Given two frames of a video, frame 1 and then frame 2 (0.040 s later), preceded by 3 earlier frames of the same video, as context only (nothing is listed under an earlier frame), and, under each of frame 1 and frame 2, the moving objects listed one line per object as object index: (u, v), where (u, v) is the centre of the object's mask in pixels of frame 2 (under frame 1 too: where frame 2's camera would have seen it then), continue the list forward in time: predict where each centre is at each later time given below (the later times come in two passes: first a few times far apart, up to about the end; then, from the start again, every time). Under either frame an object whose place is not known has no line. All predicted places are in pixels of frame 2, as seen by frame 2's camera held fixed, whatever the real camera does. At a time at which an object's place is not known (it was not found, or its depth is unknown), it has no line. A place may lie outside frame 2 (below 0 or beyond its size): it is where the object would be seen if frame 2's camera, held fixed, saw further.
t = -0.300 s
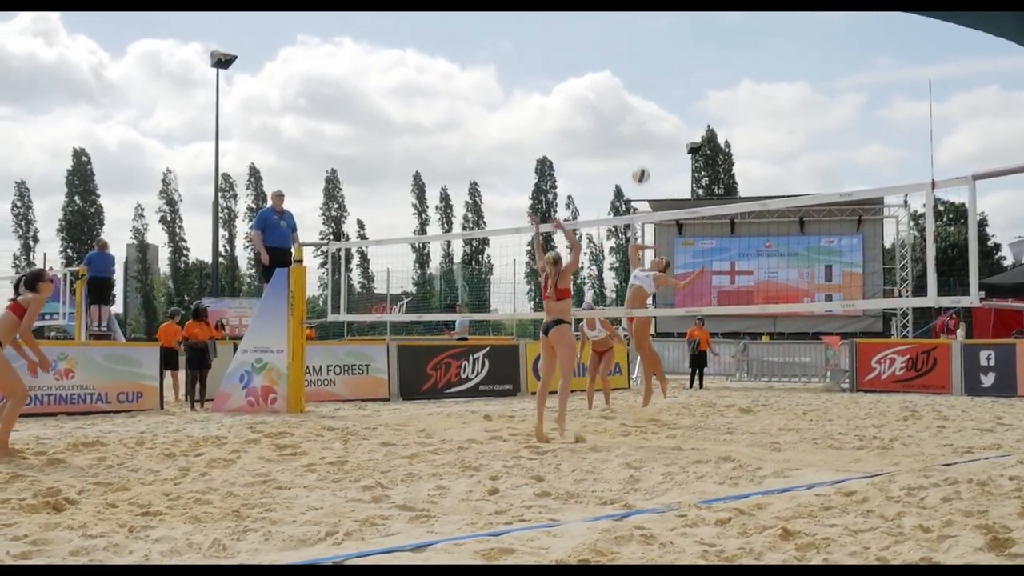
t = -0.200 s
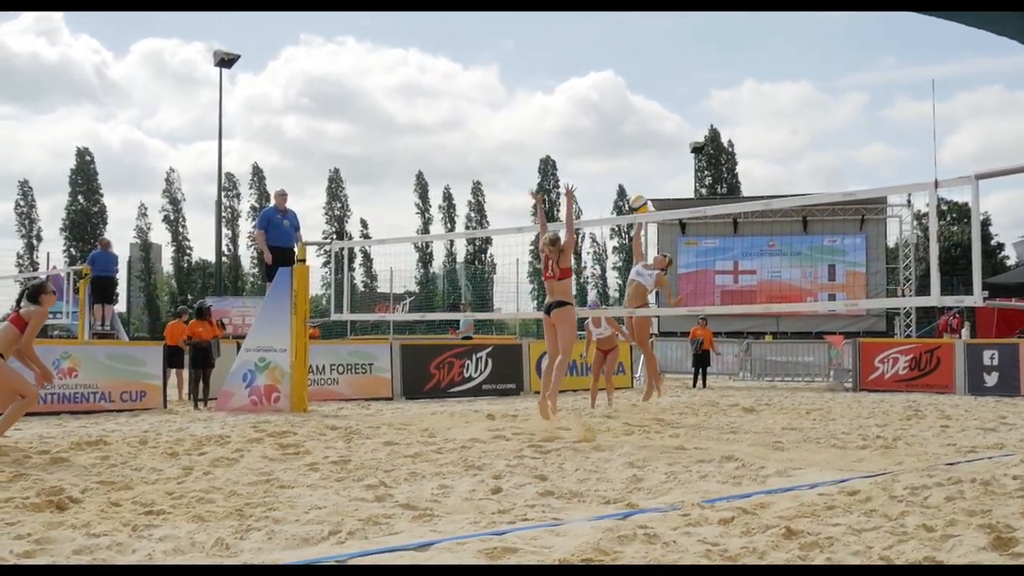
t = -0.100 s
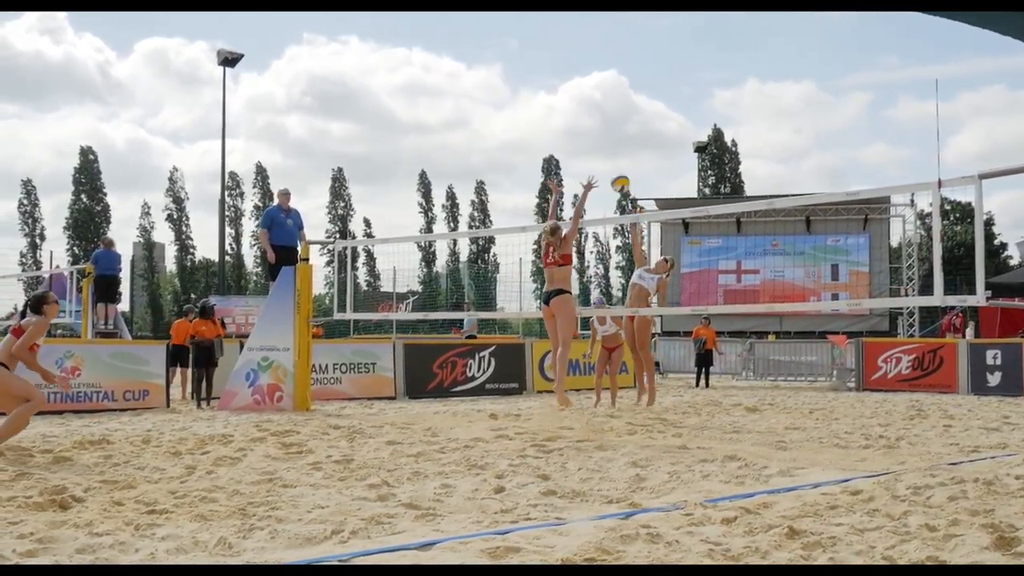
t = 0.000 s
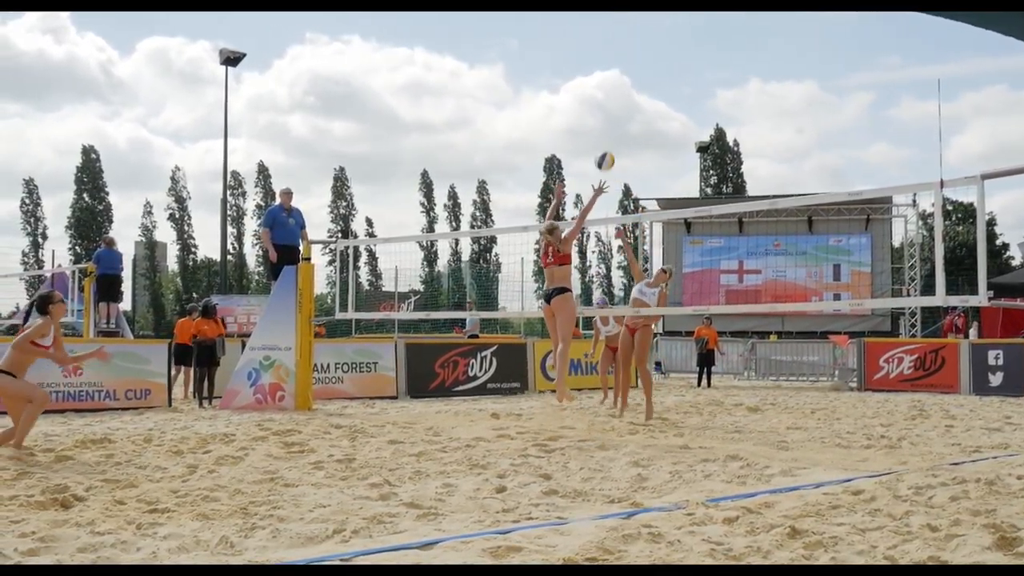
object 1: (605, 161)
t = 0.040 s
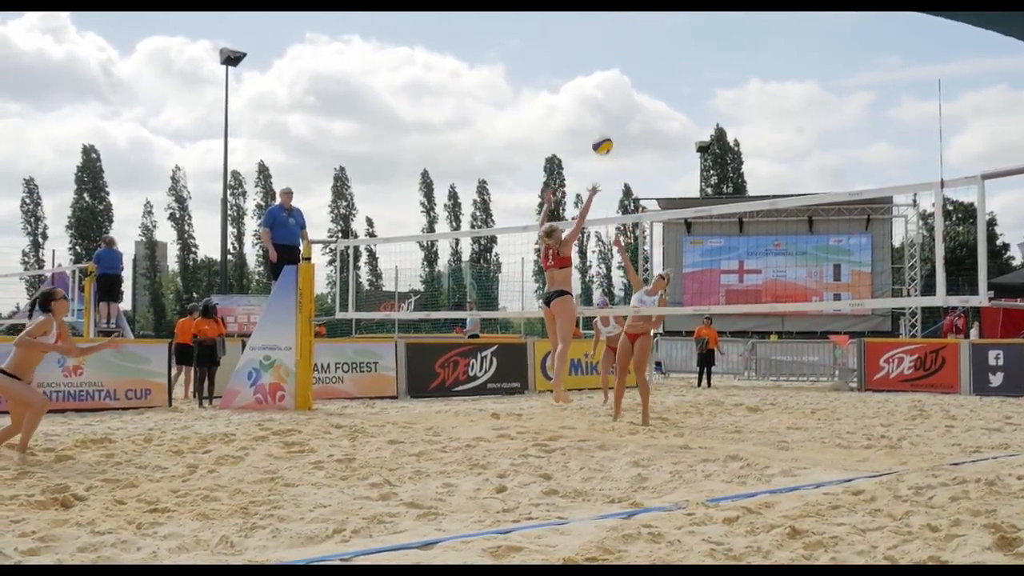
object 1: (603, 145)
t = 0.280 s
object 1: (587, 78)
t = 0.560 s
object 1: (560, 84)
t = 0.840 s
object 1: (519, 245)
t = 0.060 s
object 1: (601, 138)
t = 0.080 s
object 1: (600, 131)
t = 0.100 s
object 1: (599, 124)
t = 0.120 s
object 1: (598, 117)
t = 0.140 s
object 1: (597, 111)
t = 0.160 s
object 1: (595, 105)
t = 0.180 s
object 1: (594, 99)
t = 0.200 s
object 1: (592, 94)
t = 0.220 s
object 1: (591, 90)
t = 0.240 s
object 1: (590, 86)
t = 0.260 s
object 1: (588, 82)
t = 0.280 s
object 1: (587, 78)
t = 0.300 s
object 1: (585, 75)
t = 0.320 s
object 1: (583, 72)
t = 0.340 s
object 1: (581, 70)
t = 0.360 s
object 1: (580, 68)
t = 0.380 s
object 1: (578, 68)
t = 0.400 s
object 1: (577, 67)
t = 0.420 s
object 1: (575, 67)
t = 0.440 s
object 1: (573, 67)
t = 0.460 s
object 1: (571, 68)
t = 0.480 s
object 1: (568, 70)
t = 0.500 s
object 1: (567, 73)
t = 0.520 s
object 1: (564, 76)
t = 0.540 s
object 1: (562, 80)
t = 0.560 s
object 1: (560, 84)
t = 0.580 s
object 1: (558, 90)
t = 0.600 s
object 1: (555, 96)
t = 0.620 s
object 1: (552, 103)
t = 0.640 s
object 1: (550, 111)
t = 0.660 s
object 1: (547, 120)
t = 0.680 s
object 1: (545, 130)
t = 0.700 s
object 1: (542, 140)
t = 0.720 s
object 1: (539, 152)
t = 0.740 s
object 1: (536, 164)
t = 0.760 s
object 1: (533, 179)
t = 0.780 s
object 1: (530, 195)
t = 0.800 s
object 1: (526, 211)
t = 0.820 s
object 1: (523, 228)
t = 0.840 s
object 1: (519, 245)
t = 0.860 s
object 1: (516, 267)
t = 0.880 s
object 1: (513, 289)
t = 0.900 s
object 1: (508, 312)
